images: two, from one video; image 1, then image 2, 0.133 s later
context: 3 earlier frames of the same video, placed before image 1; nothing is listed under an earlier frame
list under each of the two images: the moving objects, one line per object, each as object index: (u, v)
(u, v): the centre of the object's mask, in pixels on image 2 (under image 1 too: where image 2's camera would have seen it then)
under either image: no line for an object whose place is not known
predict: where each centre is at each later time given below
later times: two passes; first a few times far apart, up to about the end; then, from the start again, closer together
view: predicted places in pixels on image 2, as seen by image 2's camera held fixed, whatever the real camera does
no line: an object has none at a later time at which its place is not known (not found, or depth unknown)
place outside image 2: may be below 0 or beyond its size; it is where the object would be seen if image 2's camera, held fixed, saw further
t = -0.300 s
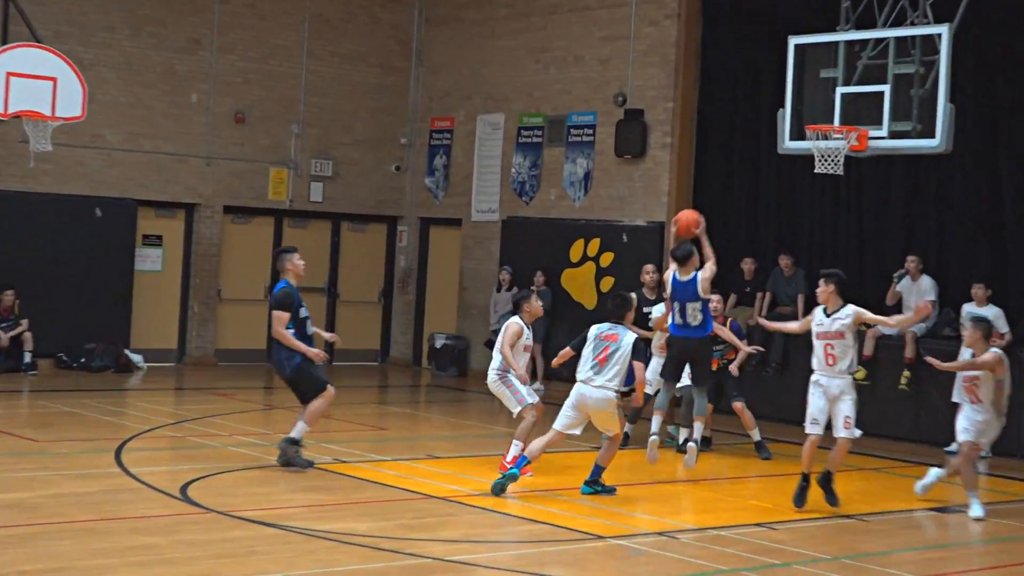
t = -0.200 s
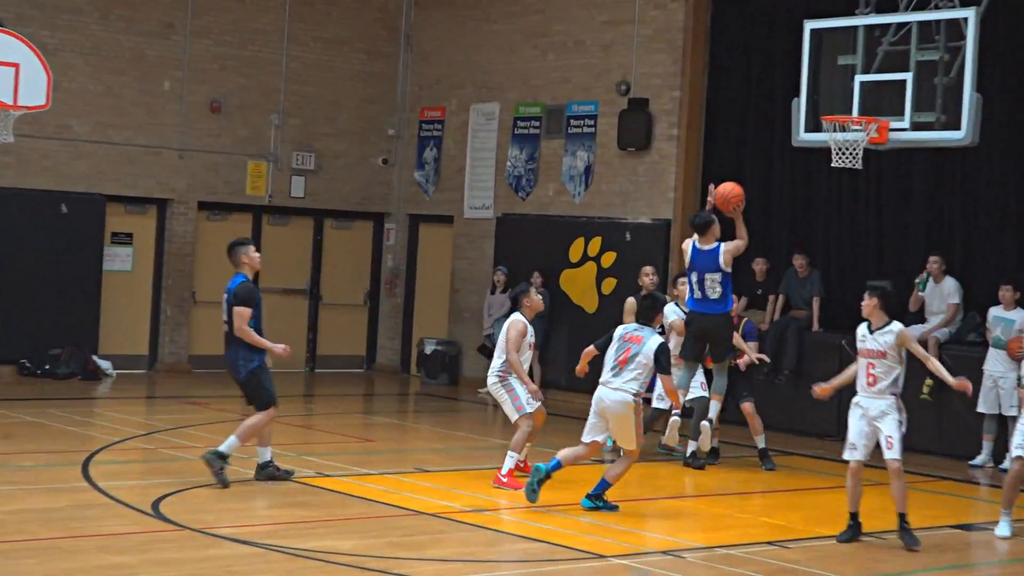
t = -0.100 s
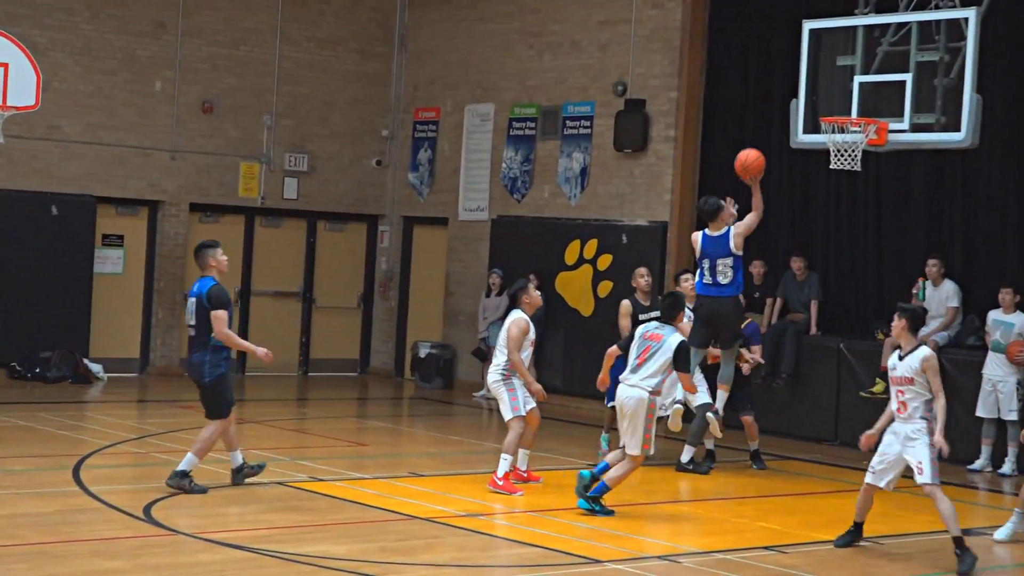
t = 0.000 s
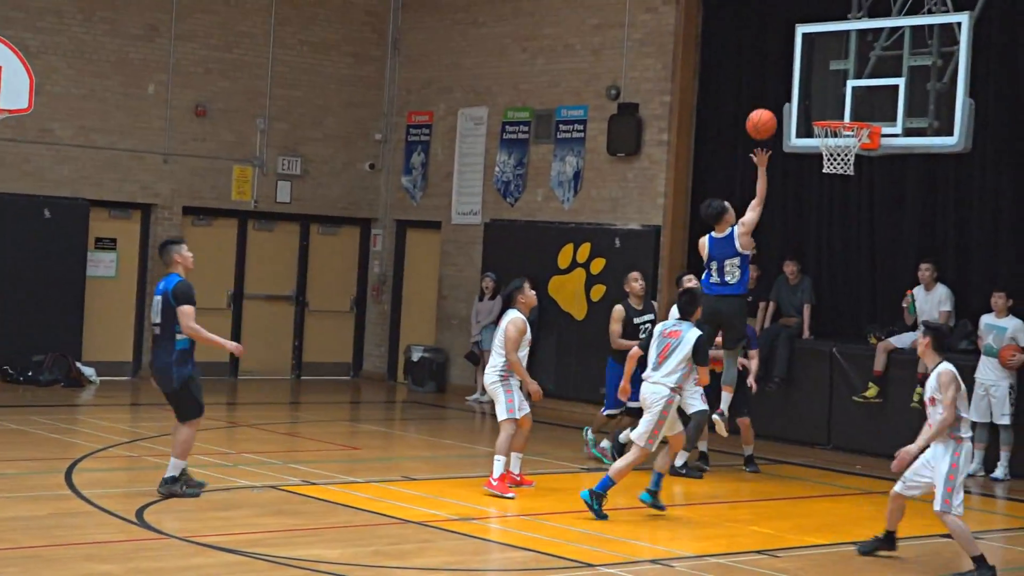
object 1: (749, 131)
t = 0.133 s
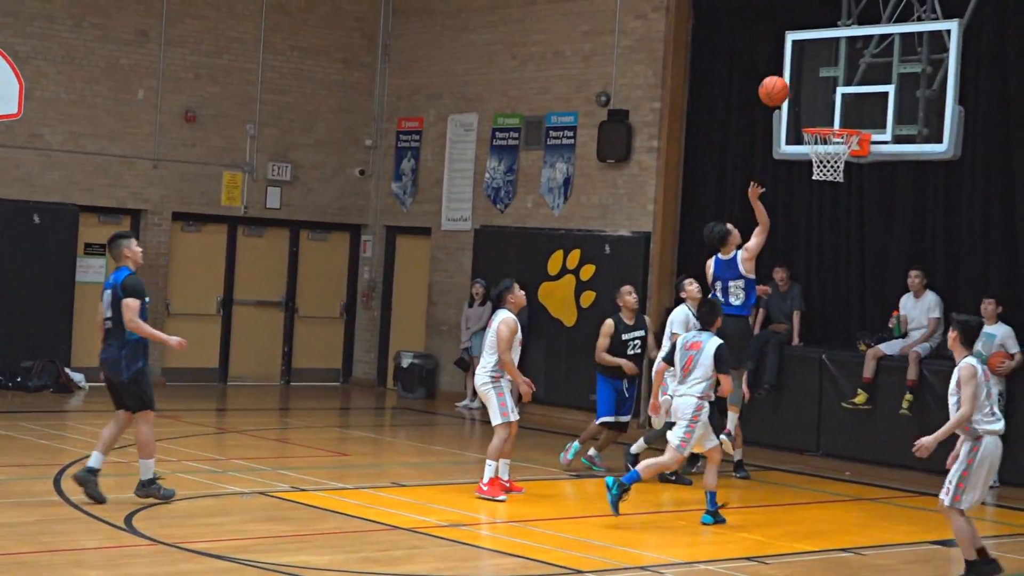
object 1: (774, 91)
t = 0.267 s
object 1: (795, 72)
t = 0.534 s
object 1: (831, 101)
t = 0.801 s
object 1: (828, 147)
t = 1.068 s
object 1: (833, 234)
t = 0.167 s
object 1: (779, 84)
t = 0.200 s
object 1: (785, 78)
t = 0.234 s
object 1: (790, 75)
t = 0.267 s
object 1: (795, 72)
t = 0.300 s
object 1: (800, 71)
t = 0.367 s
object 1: (810, 73)
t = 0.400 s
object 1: (814, 76)
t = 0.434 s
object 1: (818, 80)
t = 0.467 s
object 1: (822, 86)
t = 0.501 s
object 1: (827, 92)
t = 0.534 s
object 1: (831, 101)
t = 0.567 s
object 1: (835, 110)
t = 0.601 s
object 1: (839, 117)
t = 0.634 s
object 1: (840, 121)
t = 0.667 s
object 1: (833, 130)
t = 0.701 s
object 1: (829, 134)
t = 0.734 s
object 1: (825, 139)
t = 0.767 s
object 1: (826, 142)
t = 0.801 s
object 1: (828, 147)
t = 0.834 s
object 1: (828, 160)
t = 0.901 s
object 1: (829, 184)
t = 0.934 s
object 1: (831, 189)
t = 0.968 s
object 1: (832, 196)
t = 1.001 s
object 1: (832, 207)
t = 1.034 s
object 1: (833, 220)
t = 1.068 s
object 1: (833, 234)
